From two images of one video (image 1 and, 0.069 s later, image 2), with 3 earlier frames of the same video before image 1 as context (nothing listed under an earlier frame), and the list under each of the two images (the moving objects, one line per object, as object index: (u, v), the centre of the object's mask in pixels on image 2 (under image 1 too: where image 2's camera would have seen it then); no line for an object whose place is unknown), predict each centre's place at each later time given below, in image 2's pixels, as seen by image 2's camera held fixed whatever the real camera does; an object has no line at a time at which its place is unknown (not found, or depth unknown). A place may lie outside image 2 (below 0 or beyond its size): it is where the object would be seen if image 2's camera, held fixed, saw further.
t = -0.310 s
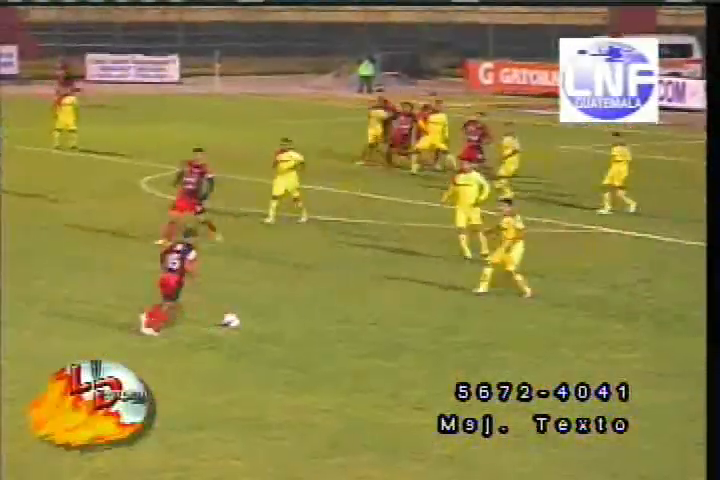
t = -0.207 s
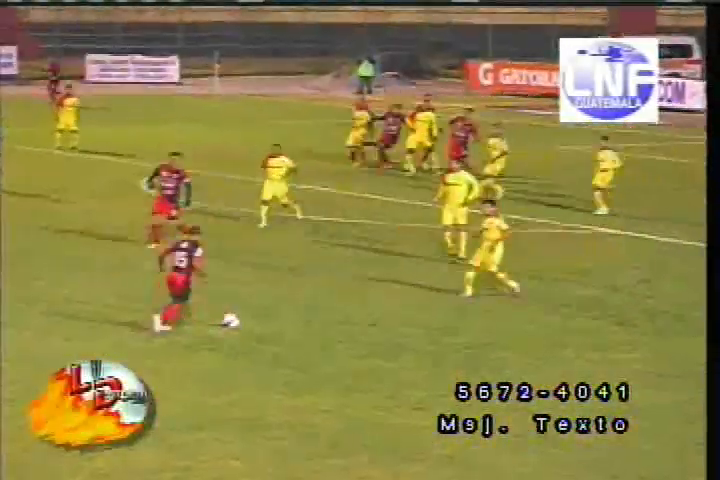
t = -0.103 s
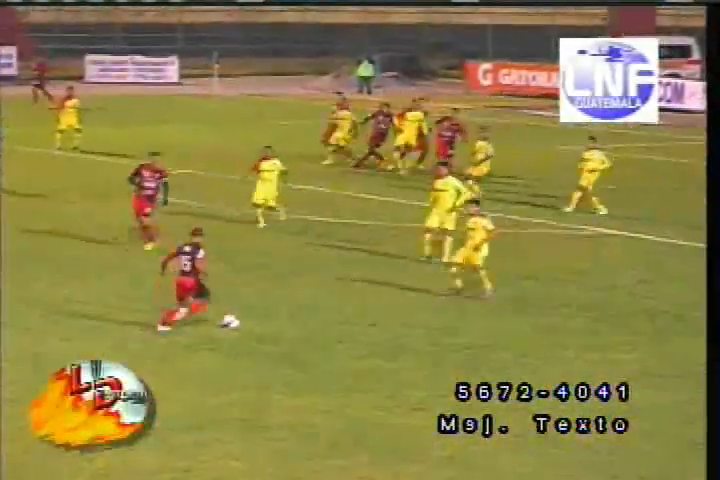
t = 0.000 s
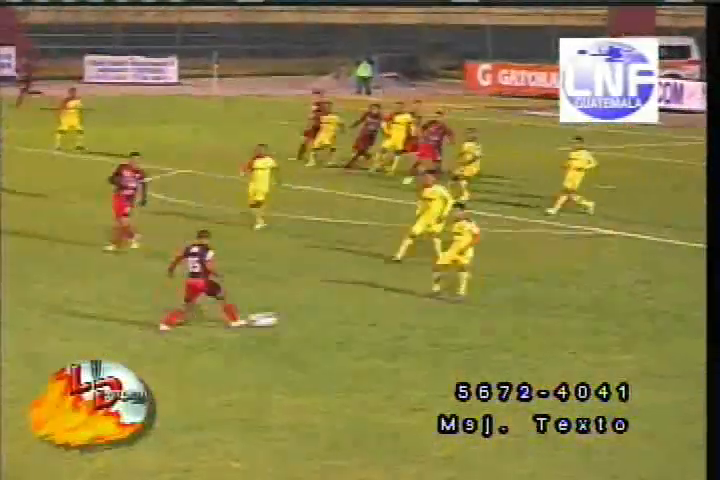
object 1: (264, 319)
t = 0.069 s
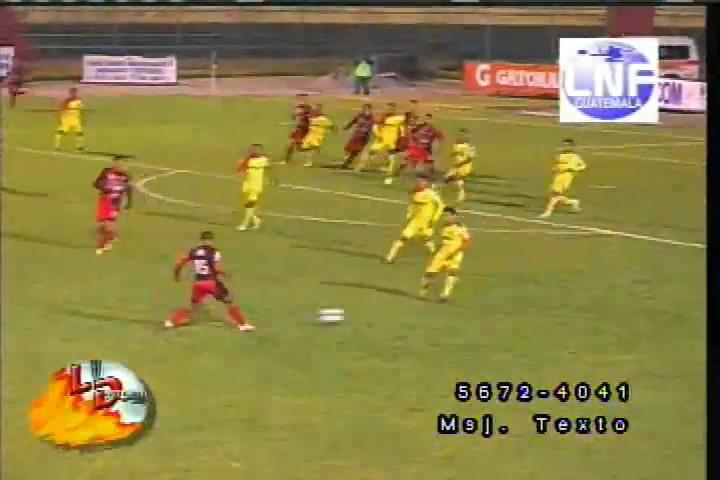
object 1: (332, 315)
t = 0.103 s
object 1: (366, 313)
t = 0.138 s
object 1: (401, 312)
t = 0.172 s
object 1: (433, 313)
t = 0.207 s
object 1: (468, 315)
